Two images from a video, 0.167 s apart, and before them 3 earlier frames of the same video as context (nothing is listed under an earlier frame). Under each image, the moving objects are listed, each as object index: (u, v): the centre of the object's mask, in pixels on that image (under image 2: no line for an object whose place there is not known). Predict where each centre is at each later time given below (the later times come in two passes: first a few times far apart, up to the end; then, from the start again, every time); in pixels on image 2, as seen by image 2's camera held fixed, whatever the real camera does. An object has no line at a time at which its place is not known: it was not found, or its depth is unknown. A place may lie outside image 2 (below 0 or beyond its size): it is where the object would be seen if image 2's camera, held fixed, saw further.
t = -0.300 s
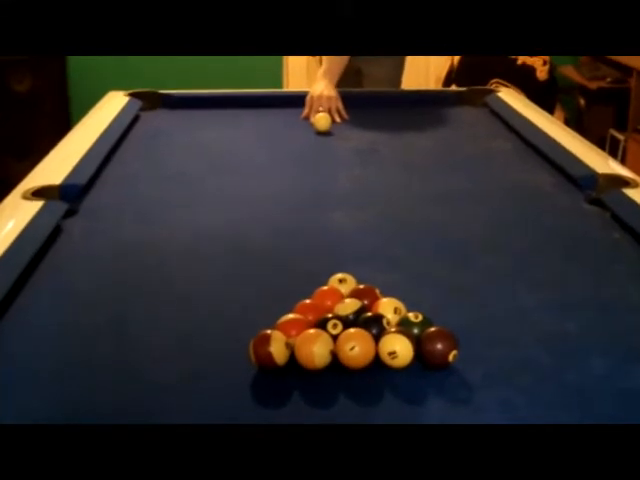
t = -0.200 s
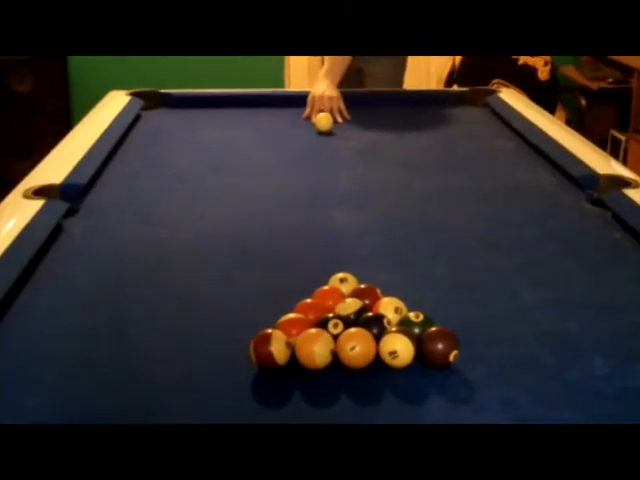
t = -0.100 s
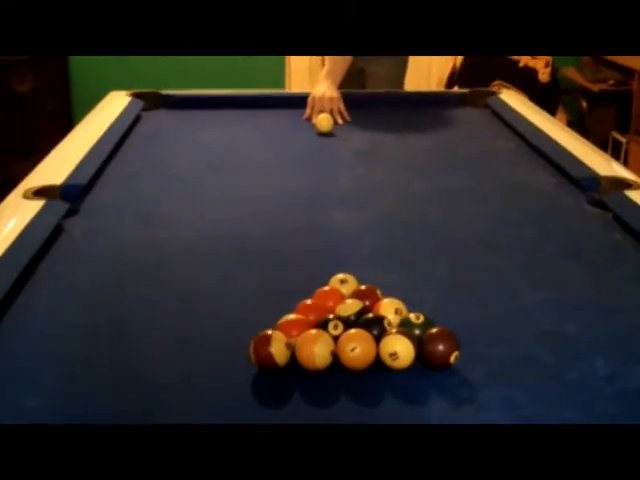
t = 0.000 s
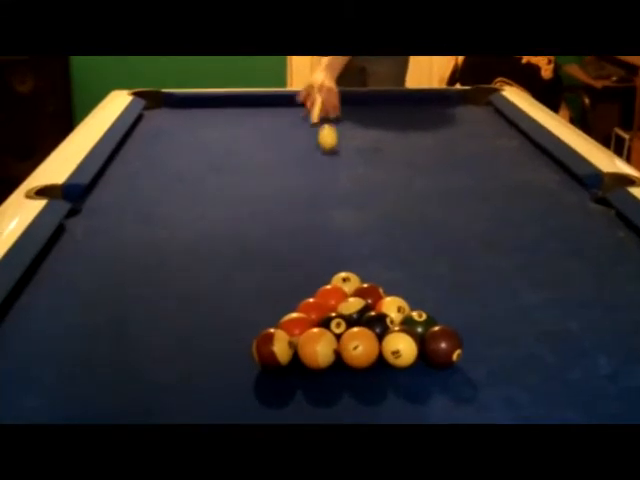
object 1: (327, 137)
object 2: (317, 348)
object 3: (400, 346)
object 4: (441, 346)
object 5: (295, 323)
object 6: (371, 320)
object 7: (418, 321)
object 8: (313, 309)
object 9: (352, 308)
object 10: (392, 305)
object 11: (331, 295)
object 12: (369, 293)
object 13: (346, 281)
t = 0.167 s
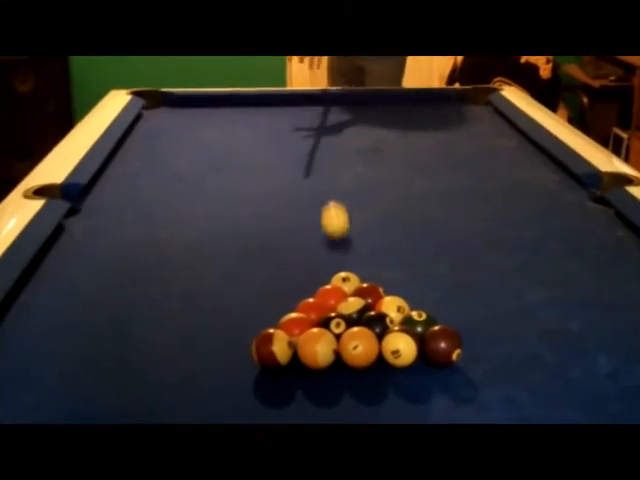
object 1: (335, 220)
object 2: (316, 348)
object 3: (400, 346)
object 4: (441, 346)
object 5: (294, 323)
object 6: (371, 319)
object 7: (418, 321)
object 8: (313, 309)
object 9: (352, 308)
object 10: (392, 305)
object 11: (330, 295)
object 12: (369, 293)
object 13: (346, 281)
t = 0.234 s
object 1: (337, 263)
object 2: (316, 348)
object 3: (399, 345)
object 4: (441, 345)
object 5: (293, 323)
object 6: (370, 319)
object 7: (417, 320)
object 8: (312, 308)
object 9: (351, 308)
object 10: (391, 305)
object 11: (330, 294)
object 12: (369, 293)
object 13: (346, 281)
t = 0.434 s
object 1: (275, 272)
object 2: (295, 359)
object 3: (421, 360)
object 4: (535, 405)
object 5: (275, 333)
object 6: (392, 337)
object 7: (440, 326)
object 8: (297, 308)
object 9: (348, 312)
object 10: (433, 296)
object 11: (342, 287)
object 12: (390, 299)
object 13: (395, 273)
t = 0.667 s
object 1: (212, 285)
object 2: (275, 375)
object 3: (450, 379)
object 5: (262, 340)
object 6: (419, 345)
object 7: (456, 328)
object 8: (288, 309)
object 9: (346, 310)
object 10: (476, 285)
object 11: (359, 284)
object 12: (415, 300)
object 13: (444, 266)
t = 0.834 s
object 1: (165, 297)
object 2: (259, 387)
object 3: (466, 392)
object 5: (252, 347)
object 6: (434, 350)
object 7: (468, 328)
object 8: (282, 309)
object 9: (345, 310)
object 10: (501, 276)
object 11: (365, 284)
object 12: (429, 299)
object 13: (477, 259)
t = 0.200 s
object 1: (336, 243)
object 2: (316, 348)
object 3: (399, 346)
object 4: (441, 345)
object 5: (294, 323)
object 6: (371, 320)
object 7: (418, 321)
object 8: (312, 309)
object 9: (351, 308)
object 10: (391, 305)
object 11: (330, 294)
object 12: (368, 293)
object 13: (346, 281)
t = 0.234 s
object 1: (337, 263)
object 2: (316, 348)
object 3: (399, 345)
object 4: (441, 345)
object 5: (293, 323)
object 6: (370, 319)
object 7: (417, 320)
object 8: (312, 308)
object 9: (351, 308)
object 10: (391, 305)
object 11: (330, 294)
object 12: (369, 293)
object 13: (346, 281)
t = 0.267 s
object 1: (328, 271)
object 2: (312, 349)
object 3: (402, 348)
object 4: (455, 354)
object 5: (289, 326)
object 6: (372, 321)
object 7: (423, 324)
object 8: (311, 308)
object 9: (351, 308)
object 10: (398, 305)
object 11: (334, 294)
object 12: (372, 295)
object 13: (354, 278)
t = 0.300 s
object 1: (317, 272)
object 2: (309, 352)
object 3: (407, 351)
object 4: (471, 365)
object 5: (286, 328)
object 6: (372, 323)
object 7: (426, 327)
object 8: (307, 308)
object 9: (351, 309)
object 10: (406, 304)
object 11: (334, 294)
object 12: (377, 297)
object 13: (362, 278)
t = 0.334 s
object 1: (306, 272)
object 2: (305, 353)
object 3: (411, 353)
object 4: (487, 375)
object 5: (283, 329)
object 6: (372, 325)
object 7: (429, 327)
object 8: (304, 308)
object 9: (350, 309)
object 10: (413, 302)
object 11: (335, 292)
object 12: (381, 298)
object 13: (371, 277)
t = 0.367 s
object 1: (295, 272)
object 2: (302, 355)
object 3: (414, 355)
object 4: (503, 386)
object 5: (280, 331)
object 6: (373, 325)
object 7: (432, 327)
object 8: (302, 309)
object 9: (348, 306)
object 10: (420, 300)
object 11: (336, 291)
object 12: (383, 299)
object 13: (379, 276)
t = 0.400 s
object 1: (285, 272)
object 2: (298, 357)
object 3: (418, 358)
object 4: (520, 397)
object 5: (277, 332)
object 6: (388, 335)
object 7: (436, 327)
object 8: (300, 309)
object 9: (349, 313)
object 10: (427, 298)
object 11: (340, 289)
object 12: (387, 299)
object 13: (387, 274)
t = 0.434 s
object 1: (275, 272)
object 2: (295, 359)
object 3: (421, 360)
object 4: (535, 405)
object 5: (275, 333)
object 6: (392, 337)
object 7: (440, 326)
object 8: (297, 308)
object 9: (348, 312)
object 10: (433, 296)
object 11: (342, 287)
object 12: (390, 299)
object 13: (395, 273)
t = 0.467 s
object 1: (266, 273)
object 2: (292, 360)
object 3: (425, 361)
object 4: (549, 410)
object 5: (273, 333)
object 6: (396, 337)
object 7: (438, 326)
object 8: (296, 308)
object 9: (347, 310)
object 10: (440, 294)
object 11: (345, 286)
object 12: (394, 298)
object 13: (403, 271)
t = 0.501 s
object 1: (257, 274)
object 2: (289, 362)
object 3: (430, 364)
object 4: (566, 416)
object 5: (271, 334)
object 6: (401, 338)
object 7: (440, 327)
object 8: (294, 307)
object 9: (346, 311)
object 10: (446, 293)
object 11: (349, 285)
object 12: (398, 298)
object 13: (411, 270)
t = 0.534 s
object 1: (248, 276)
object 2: (286, 364)
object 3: (434, 366)
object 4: (583, 420)
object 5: (269, 335)
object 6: (405, 339)
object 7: (442, 327)
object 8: (292, 307)
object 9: (346, 311)
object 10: (452, 291)
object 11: (350, 284)
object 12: (401, 298)
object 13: (418, 270)
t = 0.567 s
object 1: (239, 278)
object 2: (283, 367)
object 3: (437, 369)
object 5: (268, 337)
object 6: (409, 340)
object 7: (446, 328)
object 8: (291, 308)
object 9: (346, 311)
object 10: (459, 290)
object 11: (352, 284)
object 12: (404, 299)
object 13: (425, 270)
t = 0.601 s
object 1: (230, 281)
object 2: (280, 370)
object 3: (442, 373)
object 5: (266, 338)
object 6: (413, 342)
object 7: (450, 328)
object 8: (290, 308)
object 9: (345, 311)
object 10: (464, 289)
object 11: (355, 285)
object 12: (408, 299)
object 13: (432, 269)
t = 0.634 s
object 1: (221, 283)
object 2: (278, 373)
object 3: (446, 376)
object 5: (264, 339)
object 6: (416, 344)
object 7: (454, 327)
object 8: (289, 309)
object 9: (346, 310)
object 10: (470, 287)
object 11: (358, 285)
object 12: (411, 299)
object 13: (440, 268)
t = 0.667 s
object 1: (212, 285)
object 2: (275, 375)
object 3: (450, 379)
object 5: (262, 340)
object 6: (419, 345)
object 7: (456, 328)
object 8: (288, 309)
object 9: (346, 310)
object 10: (476, 285)
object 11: (359, 284)
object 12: (415, 300)
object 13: (444, 266)
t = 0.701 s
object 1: (203, 287)
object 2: (272, 378)
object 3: (454, 383)
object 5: (261, 342)
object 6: (423, 347)
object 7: (458, 328)
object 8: (286, 309)
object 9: (346, 310)
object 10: (481, 284)
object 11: (360, 284)
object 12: (418, 299)
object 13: (451, 264)
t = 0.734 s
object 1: (194, 290)
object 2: (269, 381)
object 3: (458, 385)
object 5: (259, 344)
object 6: (426, 349)
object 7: (462, 328)
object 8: (286, 309)
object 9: (346, 310)
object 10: (486, 282)
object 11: (362, 285)
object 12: (422, 299)
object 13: (458, 264)
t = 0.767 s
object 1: (184, 293)
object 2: (266, 383)
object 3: (462, 388)
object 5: (257, 345)
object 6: (430, 349)
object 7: (465, 328)
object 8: (285, 309)
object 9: (345, 310)
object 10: (492, 280)
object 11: (363, 284)
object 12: (425, 299)
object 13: (465, 261)
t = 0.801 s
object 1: (175, 295)
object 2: (263, 385)
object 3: (466, 389)
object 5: (255, 346)
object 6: (432, 349)
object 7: (467, 328)
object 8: (283, 309)
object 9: (345, 310)
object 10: (496, 277)
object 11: (364, 284)
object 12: (427, 299)
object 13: (472, 259)
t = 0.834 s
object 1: (165, 297)
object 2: (259, 387)
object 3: (466, 392)
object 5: (252, 347)
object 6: (434, 350)
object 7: (468, 328)
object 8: (282, 309)
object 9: (345, 310)
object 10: (501, 276)
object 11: (365, 284)
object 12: (429, 299)
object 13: (477, 259)
